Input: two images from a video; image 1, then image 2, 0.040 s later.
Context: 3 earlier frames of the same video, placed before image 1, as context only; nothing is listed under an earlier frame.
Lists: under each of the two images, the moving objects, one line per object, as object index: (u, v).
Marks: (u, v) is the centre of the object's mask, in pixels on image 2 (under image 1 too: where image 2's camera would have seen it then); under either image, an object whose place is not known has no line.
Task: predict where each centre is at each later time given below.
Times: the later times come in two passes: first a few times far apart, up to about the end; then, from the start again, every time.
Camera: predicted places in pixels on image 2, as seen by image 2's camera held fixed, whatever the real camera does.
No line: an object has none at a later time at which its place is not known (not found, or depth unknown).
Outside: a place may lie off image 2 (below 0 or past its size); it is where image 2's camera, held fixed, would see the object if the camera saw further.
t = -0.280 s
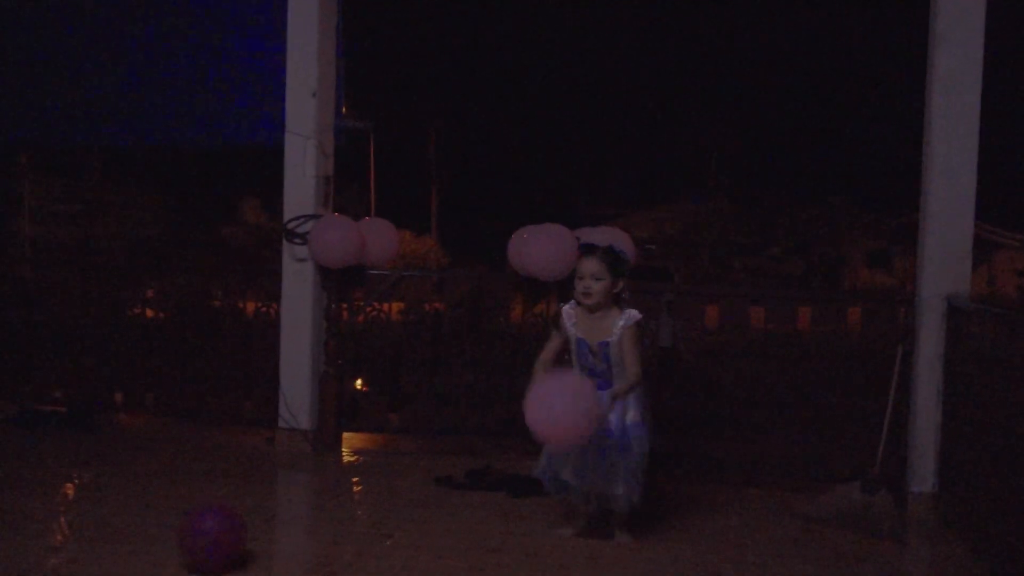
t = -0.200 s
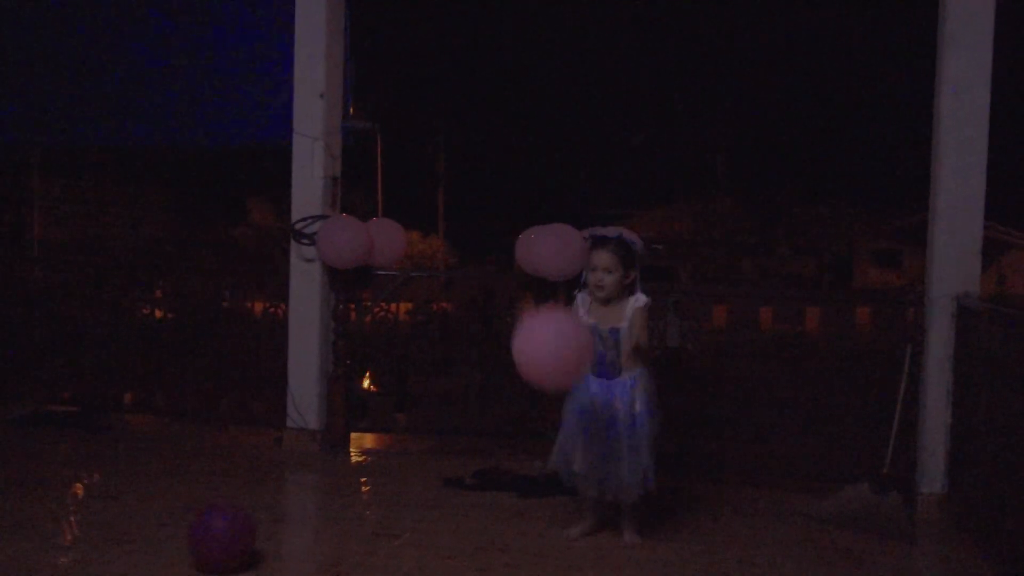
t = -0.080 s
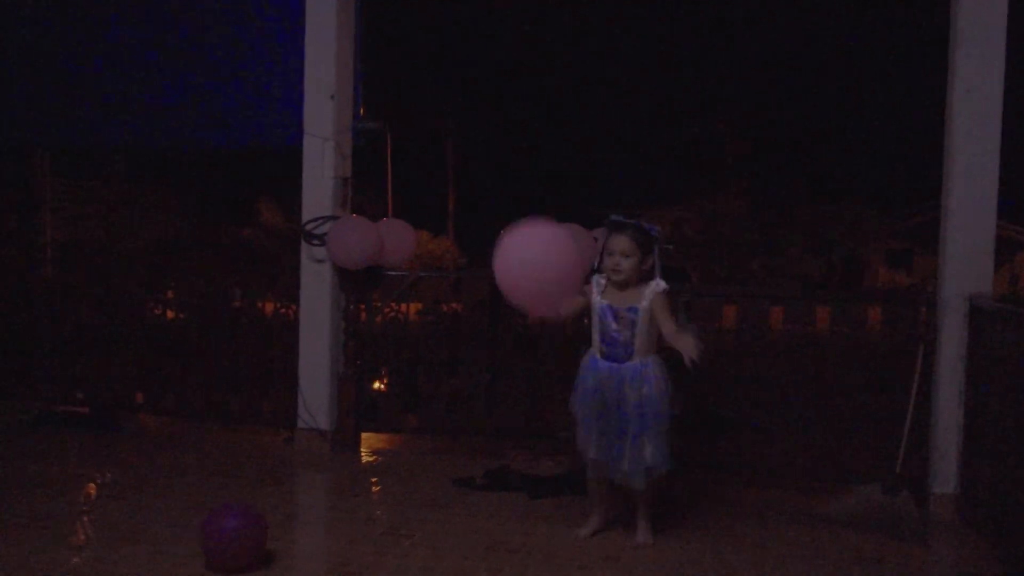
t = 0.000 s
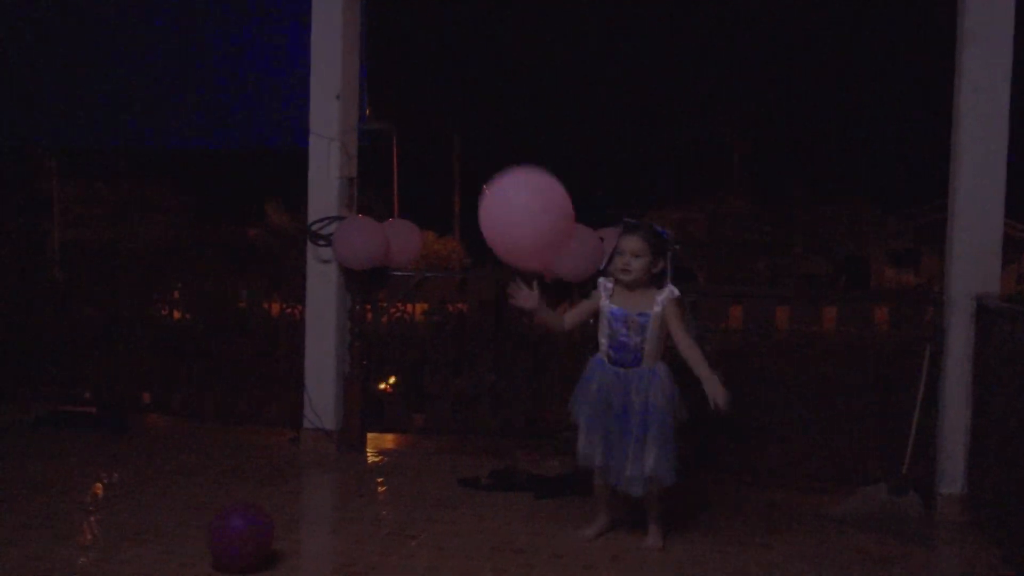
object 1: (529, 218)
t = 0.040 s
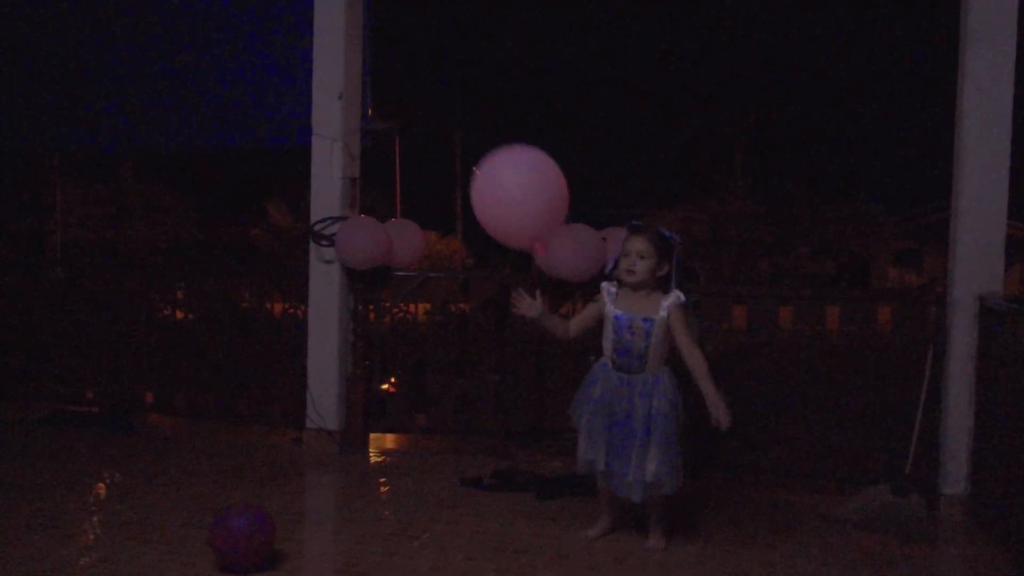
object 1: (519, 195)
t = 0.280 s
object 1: (461, 125)
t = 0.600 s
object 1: (417, 139)
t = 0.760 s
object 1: (418, 163)
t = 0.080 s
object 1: (510, 178)
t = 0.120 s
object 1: (500, 162)
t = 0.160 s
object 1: (490, 149)
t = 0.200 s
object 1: (481, 138)
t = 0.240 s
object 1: (471, 130)
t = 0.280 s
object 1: (461, 125)
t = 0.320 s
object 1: (452, 121)
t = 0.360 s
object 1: (444, 120)
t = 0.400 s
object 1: (436, 120)
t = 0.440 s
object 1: (430, 122)
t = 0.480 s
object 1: (425, 125)
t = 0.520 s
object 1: (421, 129)
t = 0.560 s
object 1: (419, 134)
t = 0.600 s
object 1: (417, 139)
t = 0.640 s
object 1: (417, 144)
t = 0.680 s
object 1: (417, 150)
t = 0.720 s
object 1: (417, 156)
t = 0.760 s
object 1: (418, 163)
